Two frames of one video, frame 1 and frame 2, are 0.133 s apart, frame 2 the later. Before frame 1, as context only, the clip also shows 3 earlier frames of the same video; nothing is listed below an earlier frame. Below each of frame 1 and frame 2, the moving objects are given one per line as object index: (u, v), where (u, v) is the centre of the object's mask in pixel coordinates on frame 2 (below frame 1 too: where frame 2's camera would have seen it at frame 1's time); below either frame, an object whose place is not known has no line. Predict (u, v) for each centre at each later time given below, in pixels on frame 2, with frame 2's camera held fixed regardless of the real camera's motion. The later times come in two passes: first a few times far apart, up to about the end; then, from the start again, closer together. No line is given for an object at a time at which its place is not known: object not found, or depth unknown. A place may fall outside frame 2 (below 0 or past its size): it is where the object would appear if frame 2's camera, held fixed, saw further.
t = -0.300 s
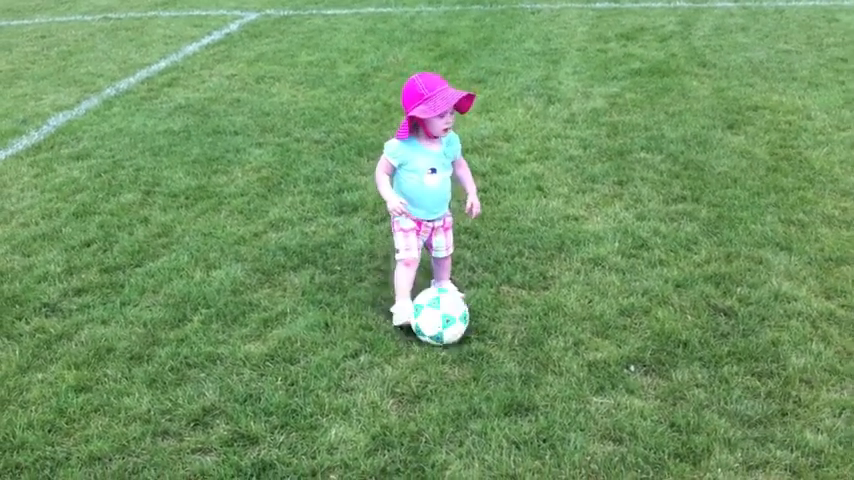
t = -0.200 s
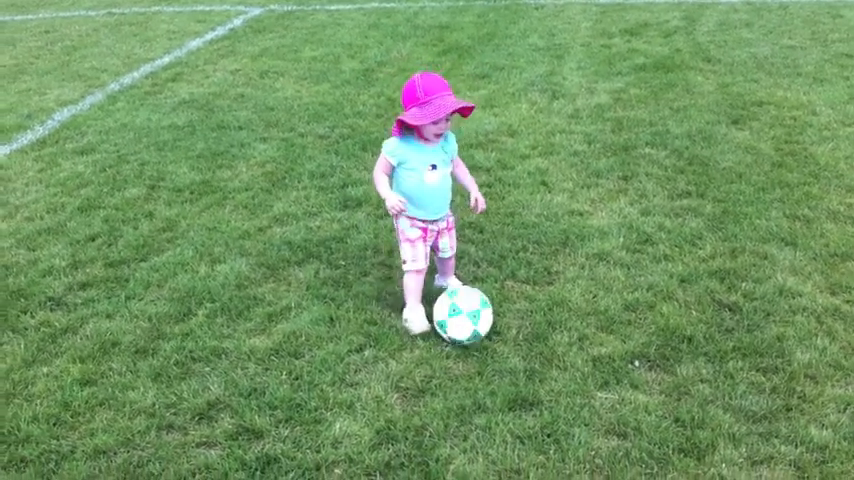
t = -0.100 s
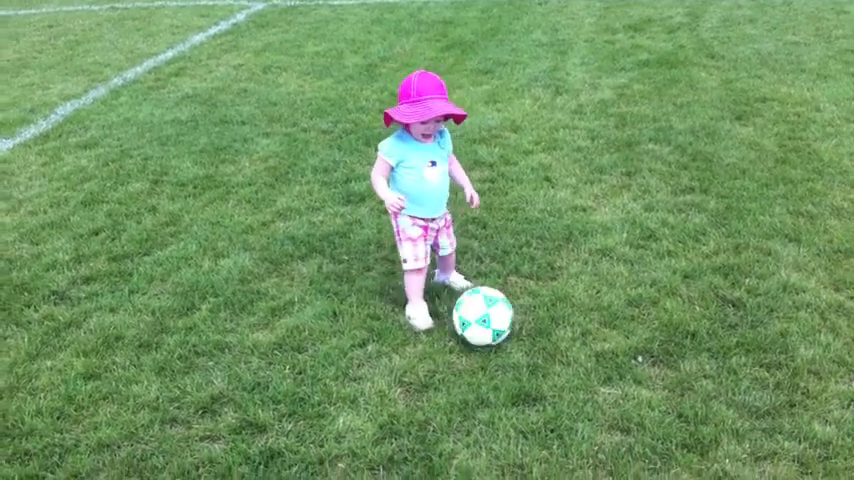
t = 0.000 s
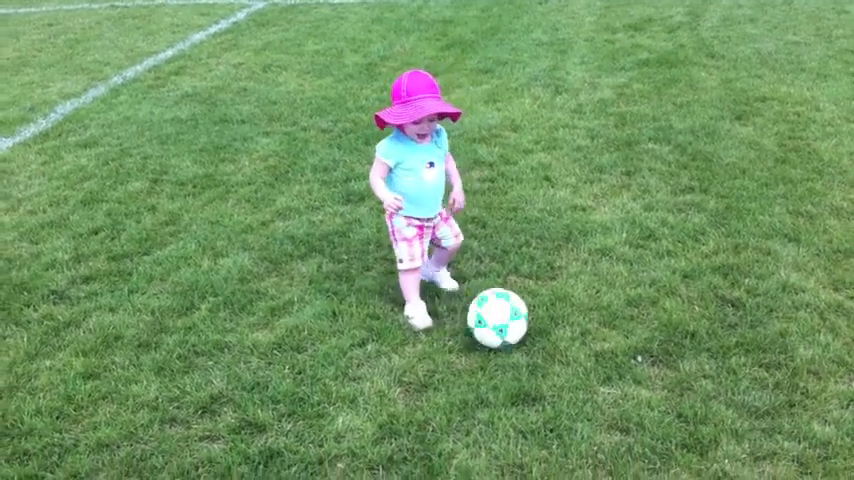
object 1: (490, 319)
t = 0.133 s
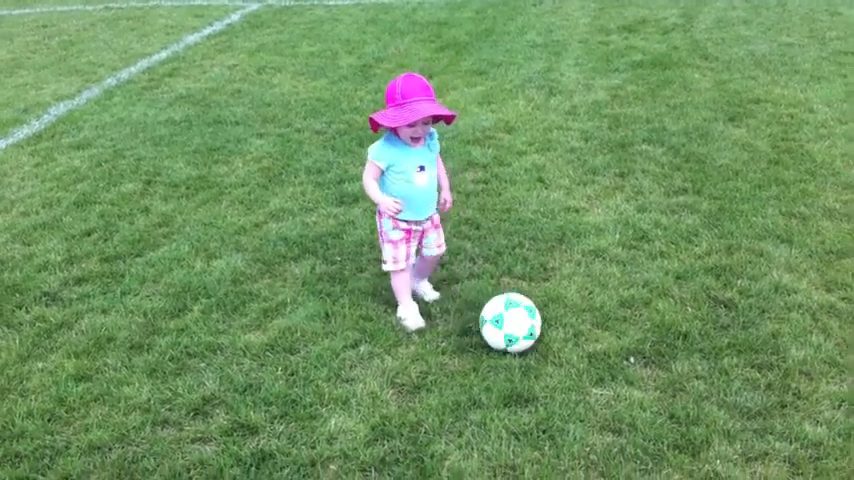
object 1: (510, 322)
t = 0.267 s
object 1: (523, 322)
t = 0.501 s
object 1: (525, 321)
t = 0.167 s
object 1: (514, 323)
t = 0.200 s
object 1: (518, 322)
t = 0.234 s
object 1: (521, 321)
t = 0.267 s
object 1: (523, 322)
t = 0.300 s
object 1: (524, 322)
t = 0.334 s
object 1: (526, 322)
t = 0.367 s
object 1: (526, 321)
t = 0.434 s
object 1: (526, 321)
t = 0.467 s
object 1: (525, 321)
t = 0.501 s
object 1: (525, 321)
